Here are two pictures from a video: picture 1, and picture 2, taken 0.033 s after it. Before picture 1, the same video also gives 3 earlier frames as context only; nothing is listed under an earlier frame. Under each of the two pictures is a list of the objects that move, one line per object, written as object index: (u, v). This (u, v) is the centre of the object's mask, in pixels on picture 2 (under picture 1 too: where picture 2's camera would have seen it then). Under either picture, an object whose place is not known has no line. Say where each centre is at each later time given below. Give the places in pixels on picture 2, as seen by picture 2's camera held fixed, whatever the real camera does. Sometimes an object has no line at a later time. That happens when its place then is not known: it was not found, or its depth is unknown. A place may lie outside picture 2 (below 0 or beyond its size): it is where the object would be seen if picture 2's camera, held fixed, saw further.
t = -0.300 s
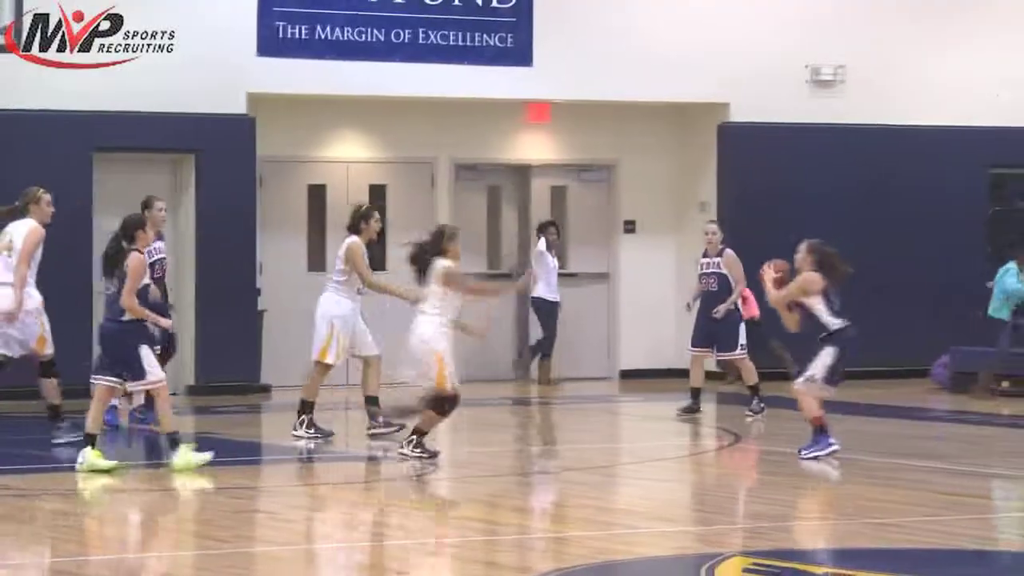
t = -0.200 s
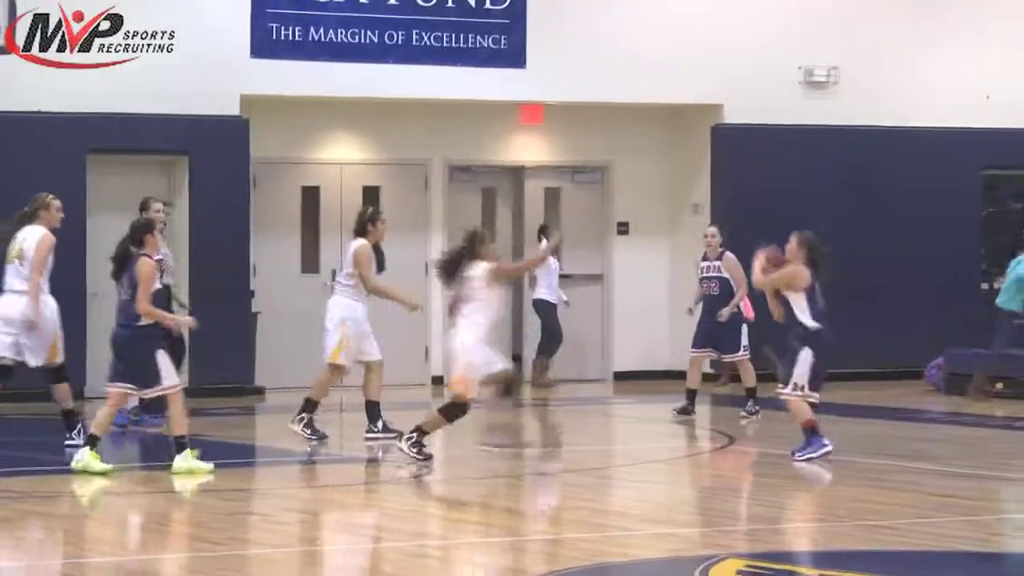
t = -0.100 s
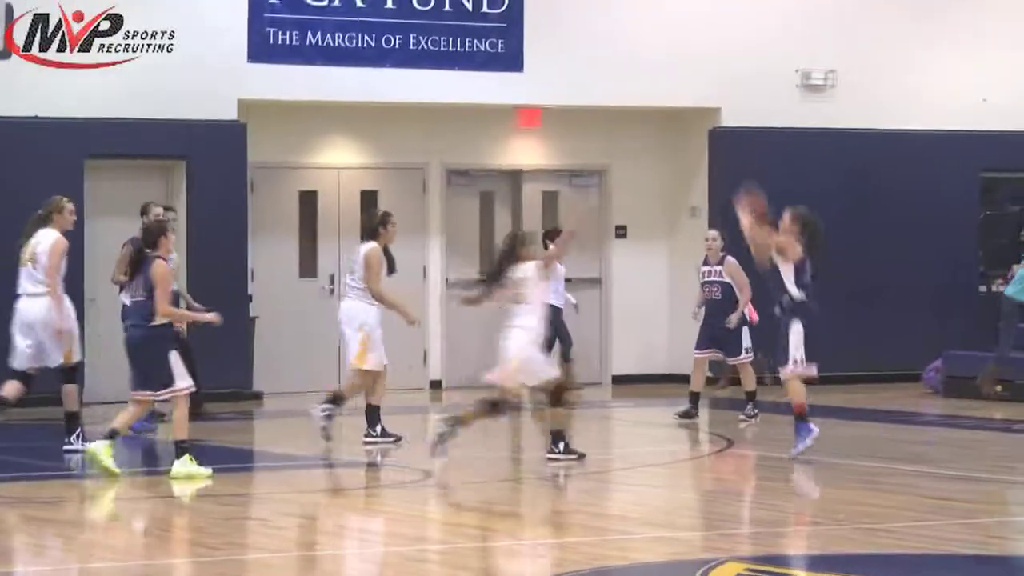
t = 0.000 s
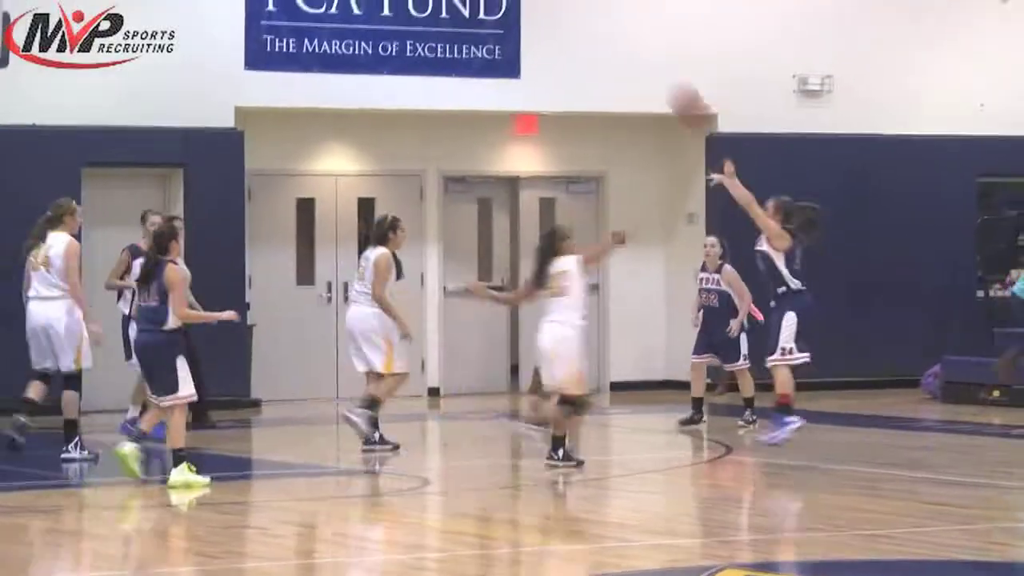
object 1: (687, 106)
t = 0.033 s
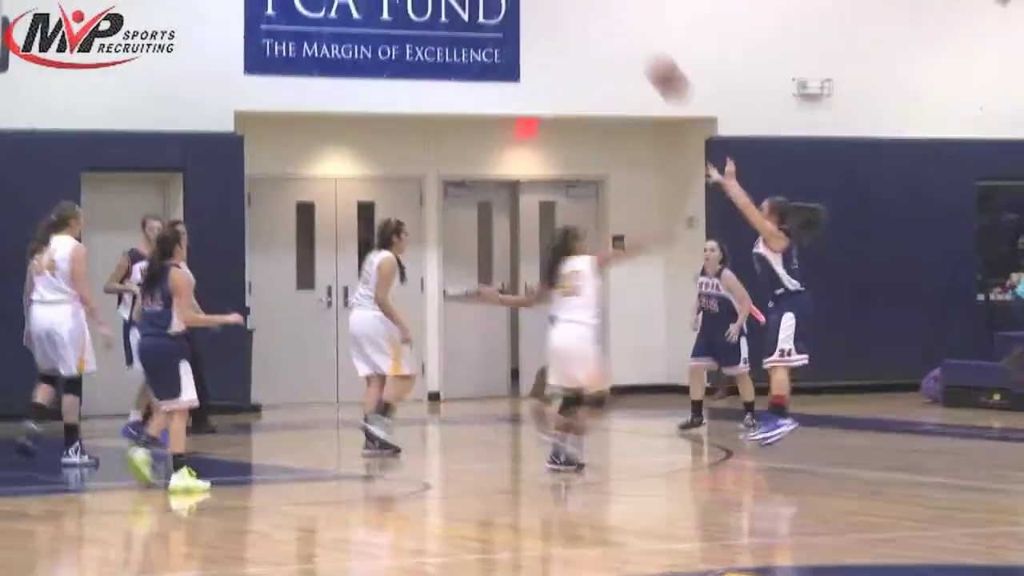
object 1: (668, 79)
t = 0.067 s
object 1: (644, 45)
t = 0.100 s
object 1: (622, 16)
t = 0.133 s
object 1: (601, -13)
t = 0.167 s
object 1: (579, -40)
